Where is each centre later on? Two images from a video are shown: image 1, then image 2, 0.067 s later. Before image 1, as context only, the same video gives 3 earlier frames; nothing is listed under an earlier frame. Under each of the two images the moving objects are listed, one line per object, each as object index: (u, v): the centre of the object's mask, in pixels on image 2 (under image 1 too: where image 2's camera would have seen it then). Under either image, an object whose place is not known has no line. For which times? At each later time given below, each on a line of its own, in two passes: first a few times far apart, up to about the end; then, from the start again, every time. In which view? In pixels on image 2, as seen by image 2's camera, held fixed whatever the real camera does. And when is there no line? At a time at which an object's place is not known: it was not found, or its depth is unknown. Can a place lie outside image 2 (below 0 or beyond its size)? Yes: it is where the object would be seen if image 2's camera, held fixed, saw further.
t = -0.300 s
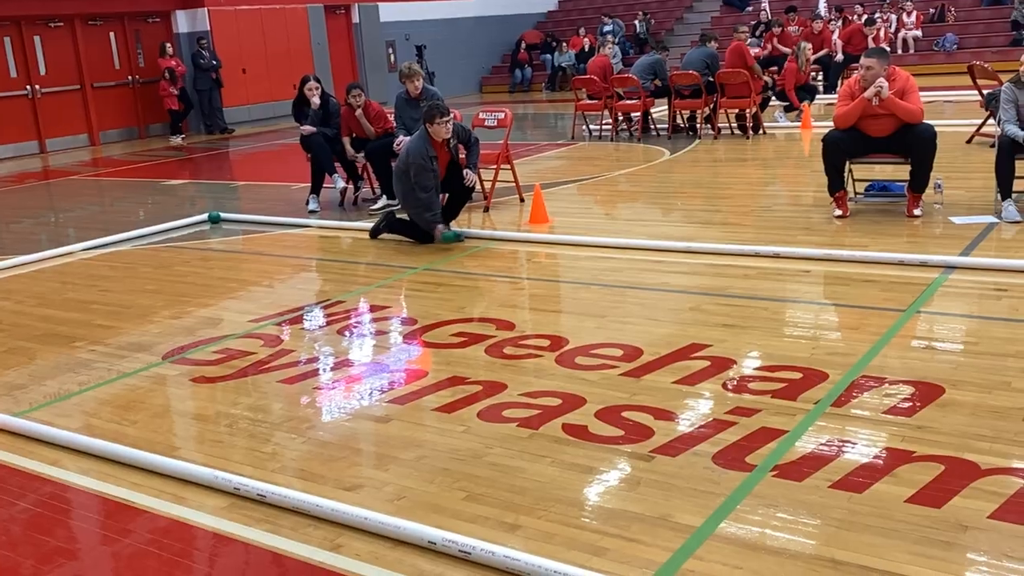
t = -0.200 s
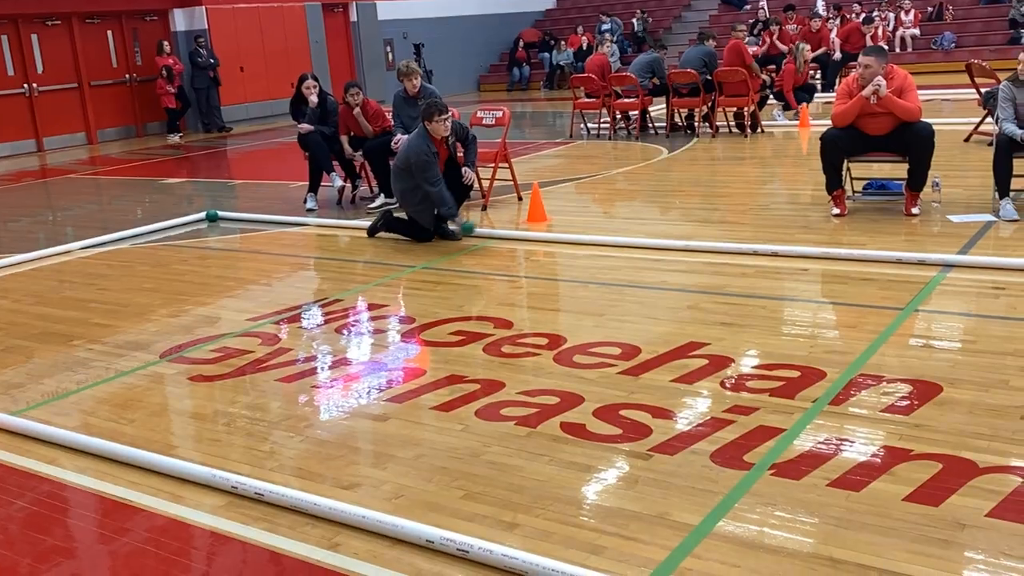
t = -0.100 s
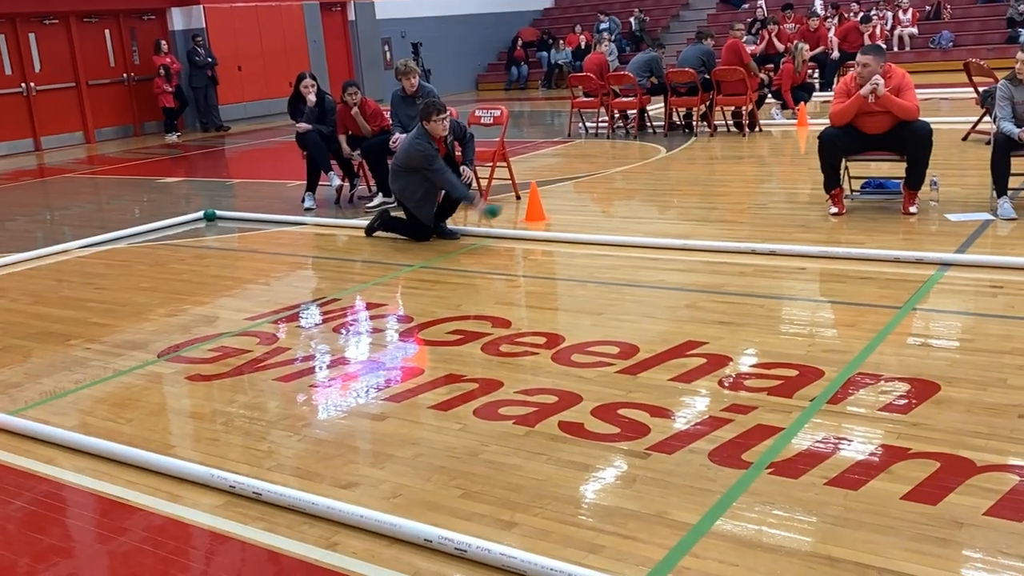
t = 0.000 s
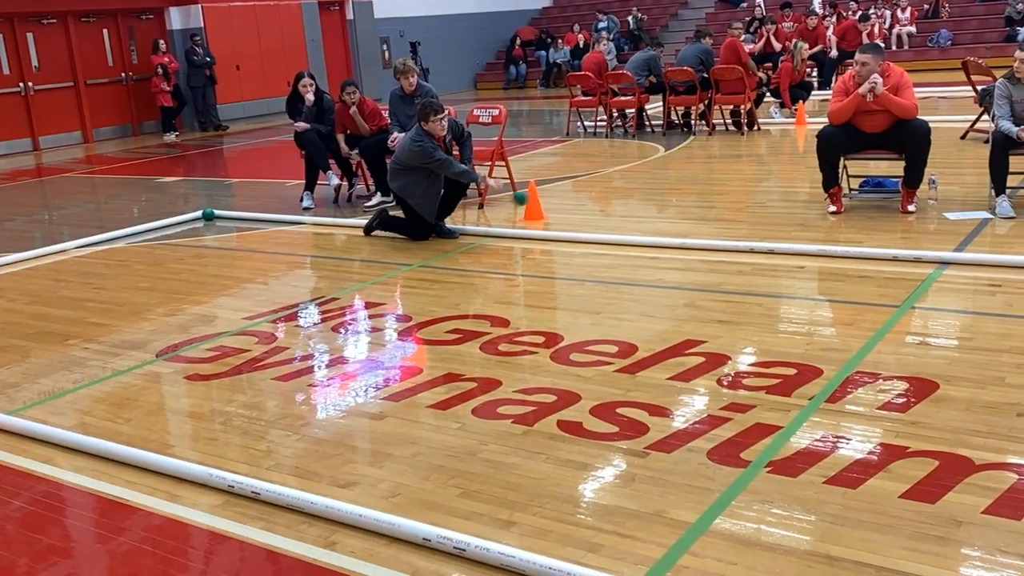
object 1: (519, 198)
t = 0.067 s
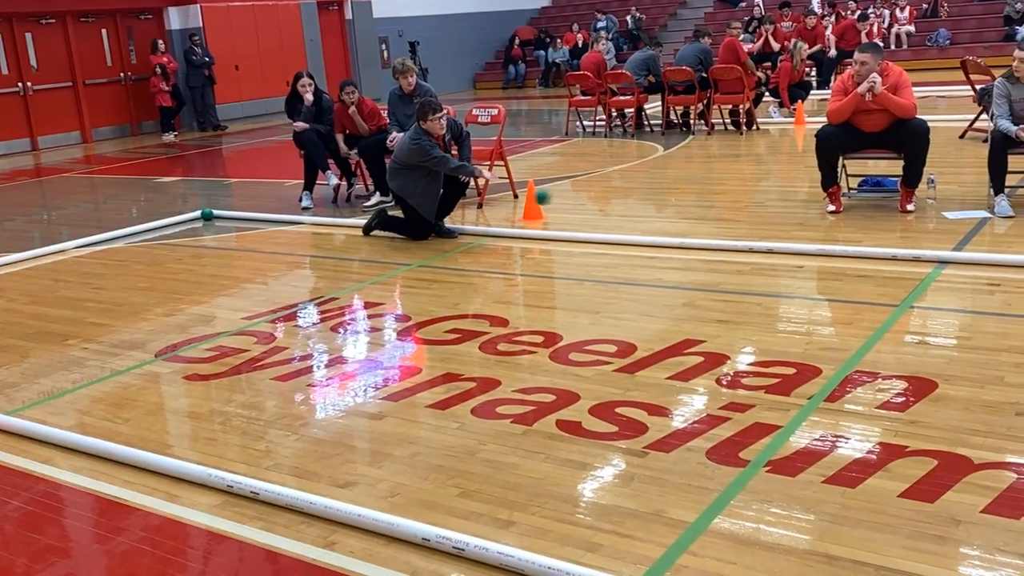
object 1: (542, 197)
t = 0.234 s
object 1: (601, 225)
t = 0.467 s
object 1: (683, 237)
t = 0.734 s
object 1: (785, 273)
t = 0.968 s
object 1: (875, 259)
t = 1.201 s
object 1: (974, 277)
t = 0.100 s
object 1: (553, 200)
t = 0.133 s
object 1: (564, 203)
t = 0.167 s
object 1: (575, 208)
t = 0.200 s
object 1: (588, 216)
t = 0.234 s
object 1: (601, 225)
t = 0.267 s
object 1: (613, 236)
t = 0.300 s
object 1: (626, 251)
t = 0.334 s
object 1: (640, 262)
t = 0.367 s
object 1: (650, 255)
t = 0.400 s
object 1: (661, 247)
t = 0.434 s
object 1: (672, 241)
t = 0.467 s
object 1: (683, 237)
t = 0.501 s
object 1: (695, 234)
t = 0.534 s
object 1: (707, 234)
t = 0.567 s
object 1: (719, 235)
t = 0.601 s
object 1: (731, 238)
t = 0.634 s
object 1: (744, 243)
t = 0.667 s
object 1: (758, 251)
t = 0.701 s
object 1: (770, 259)
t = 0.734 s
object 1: (785, 273)
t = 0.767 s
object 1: (798, 276)
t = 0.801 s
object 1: (810, 268)
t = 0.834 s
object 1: (823, 263)
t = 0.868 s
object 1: (835, 259)
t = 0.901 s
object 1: (849, 257)
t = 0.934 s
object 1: (862, 257)
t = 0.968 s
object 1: (875, 259)
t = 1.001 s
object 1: (889, 264)
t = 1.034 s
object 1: (903, 270)
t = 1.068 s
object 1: (918, 280)
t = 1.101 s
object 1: (933, 289)
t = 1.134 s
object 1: (947, 285)
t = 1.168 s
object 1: (960, 279)
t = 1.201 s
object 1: (974, 277)
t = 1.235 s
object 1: (988, 275)
